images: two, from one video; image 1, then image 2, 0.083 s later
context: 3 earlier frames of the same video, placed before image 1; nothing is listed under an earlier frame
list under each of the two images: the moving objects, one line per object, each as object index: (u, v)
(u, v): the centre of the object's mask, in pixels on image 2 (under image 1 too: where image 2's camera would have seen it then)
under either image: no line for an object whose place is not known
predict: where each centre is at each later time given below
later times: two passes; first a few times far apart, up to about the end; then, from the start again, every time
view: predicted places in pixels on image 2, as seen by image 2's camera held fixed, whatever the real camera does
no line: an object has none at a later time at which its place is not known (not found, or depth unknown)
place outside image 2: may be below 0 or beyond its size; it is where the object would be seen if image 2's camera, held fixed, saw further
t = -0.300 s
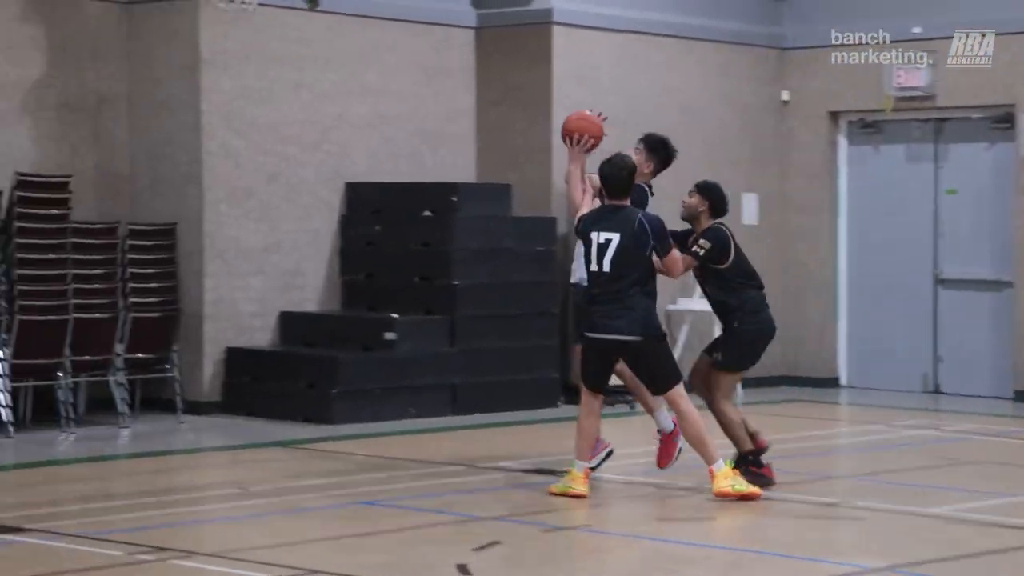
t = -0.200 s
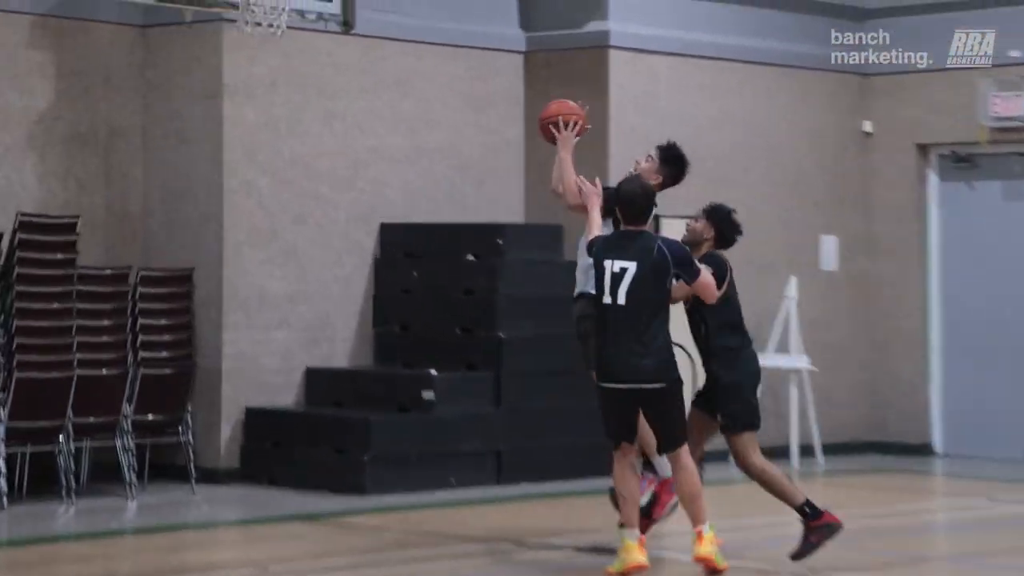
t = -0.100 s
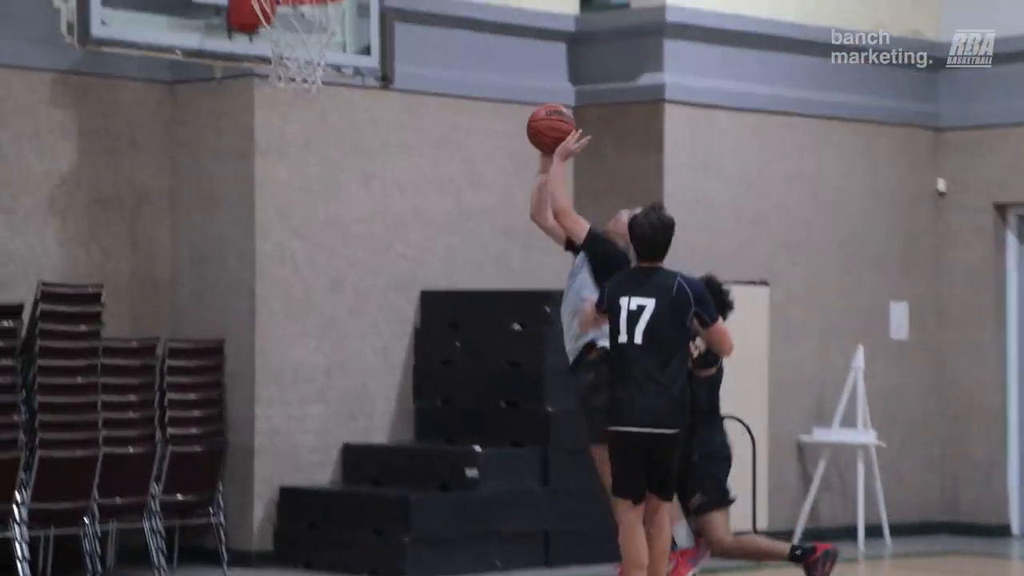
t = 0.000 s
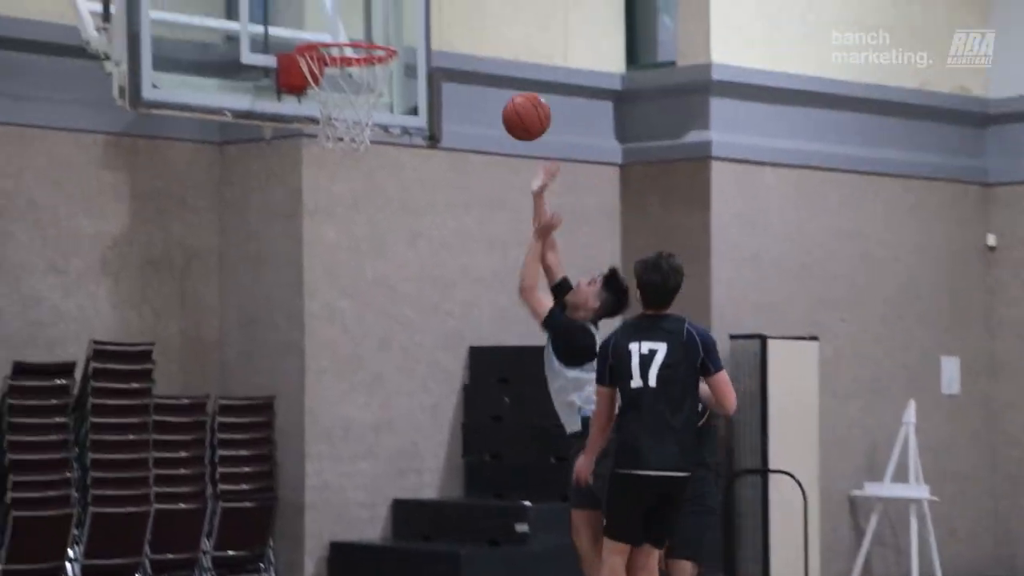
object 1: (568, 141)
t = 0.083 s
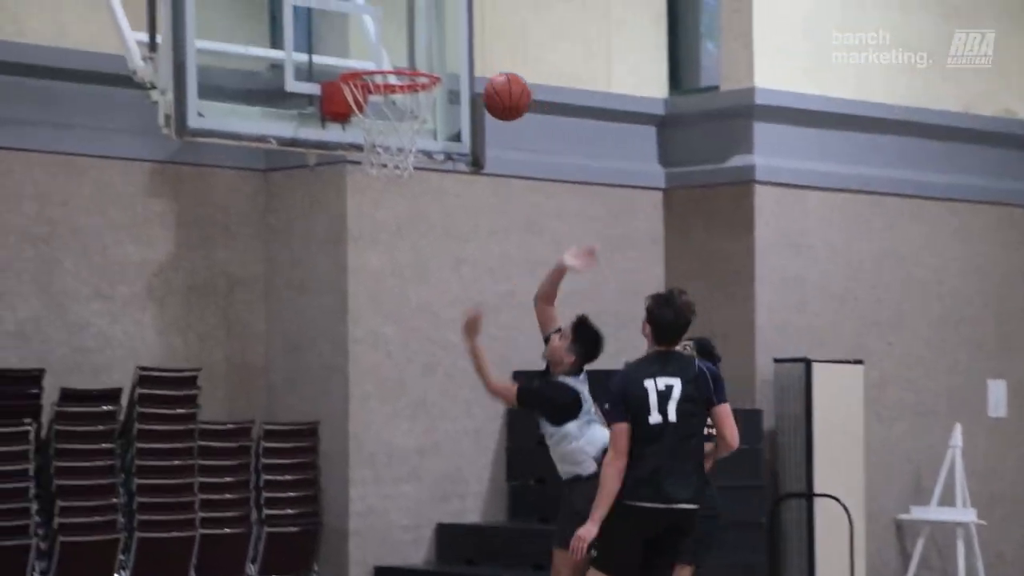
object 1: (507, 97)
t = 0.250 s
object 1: (394, 47)
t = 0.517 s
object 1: (401, 56)
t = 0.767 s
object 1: (391, 54)
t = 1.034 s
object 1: (409, 107)
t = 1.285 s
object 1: (424, 177)
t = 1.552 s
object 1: (420, 352)
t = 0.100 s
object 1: (495, 89)
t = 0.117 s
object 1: (482, 82)
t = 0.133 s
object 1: (469, 76)
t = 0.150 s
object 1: (458, 69)
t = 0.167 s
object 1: (446, 63)
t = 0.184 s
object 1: (433, 57)
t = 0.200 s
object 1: (420, 53)
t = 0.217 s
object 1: (408, 51)
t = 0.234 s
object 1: (396, 48)
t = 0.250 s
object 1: (394, 47)
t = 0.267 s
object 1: (394, 45)
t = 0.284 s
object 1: (393, 43)
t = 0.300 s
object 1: (393, 42)
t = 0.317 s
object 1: (393, 41)
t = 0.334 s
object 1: (393, 42)
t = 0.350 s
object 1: (394, 42)
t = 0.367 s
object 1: (393, 44)
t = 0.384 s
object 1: (393, 45)
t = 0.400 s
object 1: (393, 47)
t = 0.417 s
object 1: (393, 50)
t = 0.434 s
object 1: (393, 52)
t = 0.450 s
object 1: (393, 54)
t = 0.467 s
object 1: (394, 57)
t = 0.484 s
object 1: (396, 57)
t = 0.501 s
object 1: (399, 55)
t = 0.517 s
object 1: (401, 56)
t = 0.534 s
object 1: (403, 56)
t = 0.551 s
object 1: (405, 56)
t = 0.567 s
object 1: (407, 57)
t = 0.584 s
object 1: (409, 58)
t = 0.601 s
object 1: (411, 59)
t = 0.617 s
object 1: (414, 61)
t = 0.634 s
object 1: (414, 61)
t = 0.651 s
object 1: (412, 59)
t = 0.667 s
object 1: (409, 57)
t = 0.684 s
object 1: (406, 56)
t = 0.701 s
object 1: (403, 55)
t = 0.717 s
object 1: (400, 55)
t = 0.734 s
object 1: (397, 55)
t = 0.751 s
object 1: (394, 54)
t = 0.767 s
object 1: (391, 54)
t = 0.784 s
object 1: (388, 55)
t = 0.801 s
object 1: (385, 56)
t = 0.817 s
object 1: (381, 58)
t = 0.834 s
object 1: (378, 59)
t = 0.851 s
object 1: (375, 62)
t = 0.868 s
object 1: (371, 63)
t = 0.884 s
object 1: (374, 63)
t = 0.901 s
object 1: (378, 63)
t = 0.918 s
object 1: (385, 76)
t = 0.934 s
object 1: (388, 79)
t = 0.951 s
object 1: (389, 83)
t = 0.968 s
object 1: (393, 87)
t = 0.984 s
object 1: (398, 92)
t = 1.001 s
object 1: (401, 98)
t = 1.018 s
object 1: (404, 101)
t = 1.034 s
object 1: (409, 107)
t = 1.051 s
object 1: (412, 112)
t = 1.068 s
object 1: (415, 119)
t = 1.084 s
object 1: (419, 125)
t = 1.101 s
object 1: (422, 131)
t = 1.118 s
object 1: (424, 135)
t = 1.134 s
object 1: (425, 138)
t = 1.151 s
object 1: (425, 141)
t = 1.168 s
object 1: (426, 144)
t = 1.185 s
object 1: (425, 148)
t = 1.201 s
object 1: (426, 151)
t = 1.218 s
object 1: (425, 155)
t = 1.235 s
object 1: (425, 160)
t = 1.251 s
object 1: (425, 166)
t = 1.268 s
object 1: (425, 170)
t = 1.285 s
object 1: (424, 177)
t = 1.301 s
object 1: (424, 186)
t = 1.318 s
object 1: (423, 192)
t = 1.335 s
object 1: (423, 199)
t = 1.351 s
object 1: (422, 208)
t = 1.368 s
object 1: (422, 216)
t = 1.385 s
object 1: (422, 226)
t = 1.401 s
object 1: (422, 235)
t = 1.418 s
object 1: (421, 246)
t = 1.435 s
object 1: (421, 257)
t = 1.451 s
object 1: (420, 269)
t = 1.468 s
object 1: (420, 281)
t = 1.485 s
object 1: (420, 294)
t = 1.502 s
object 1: (420, 308)
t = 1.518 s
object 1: (420, 322)
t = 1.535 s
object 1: (420, 337)
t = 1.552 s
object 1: (420, 352)
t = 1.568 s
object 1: (419, 367)
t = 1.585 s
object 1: (420, 384)
